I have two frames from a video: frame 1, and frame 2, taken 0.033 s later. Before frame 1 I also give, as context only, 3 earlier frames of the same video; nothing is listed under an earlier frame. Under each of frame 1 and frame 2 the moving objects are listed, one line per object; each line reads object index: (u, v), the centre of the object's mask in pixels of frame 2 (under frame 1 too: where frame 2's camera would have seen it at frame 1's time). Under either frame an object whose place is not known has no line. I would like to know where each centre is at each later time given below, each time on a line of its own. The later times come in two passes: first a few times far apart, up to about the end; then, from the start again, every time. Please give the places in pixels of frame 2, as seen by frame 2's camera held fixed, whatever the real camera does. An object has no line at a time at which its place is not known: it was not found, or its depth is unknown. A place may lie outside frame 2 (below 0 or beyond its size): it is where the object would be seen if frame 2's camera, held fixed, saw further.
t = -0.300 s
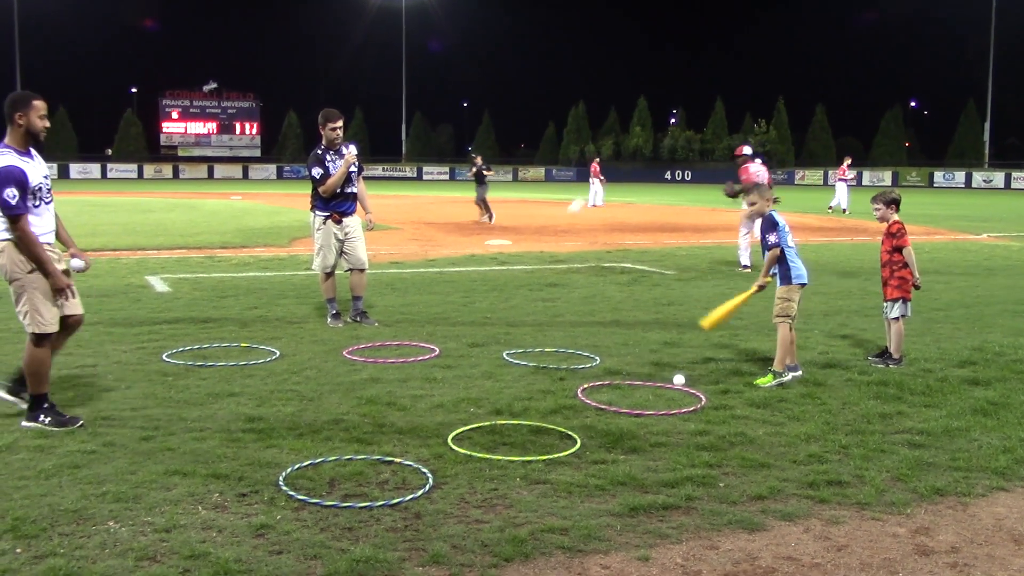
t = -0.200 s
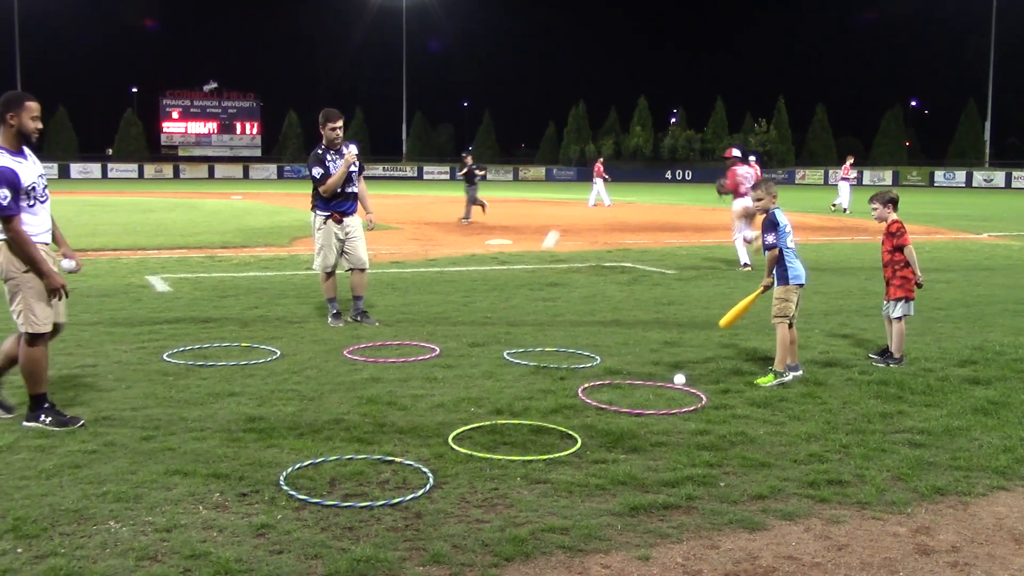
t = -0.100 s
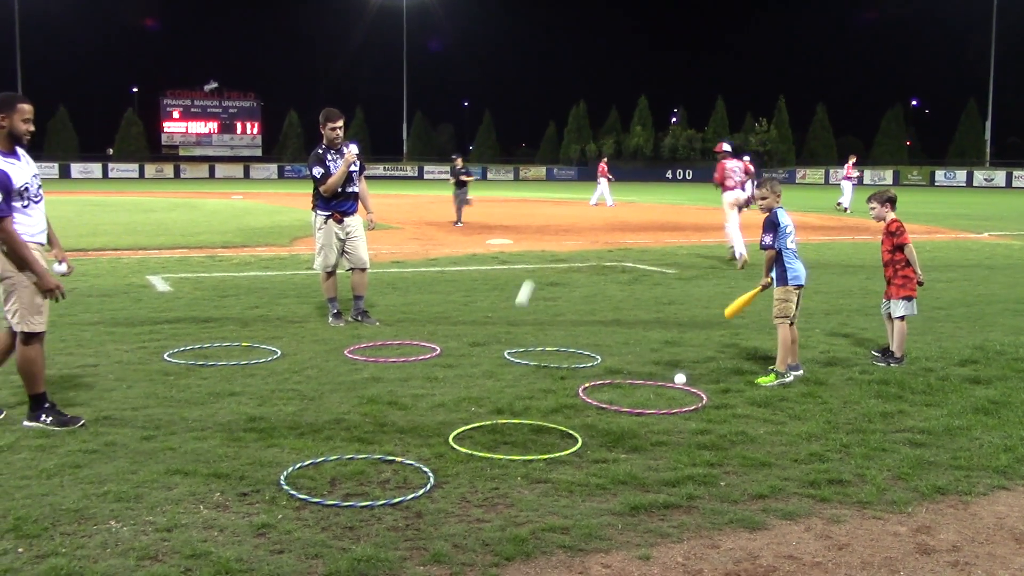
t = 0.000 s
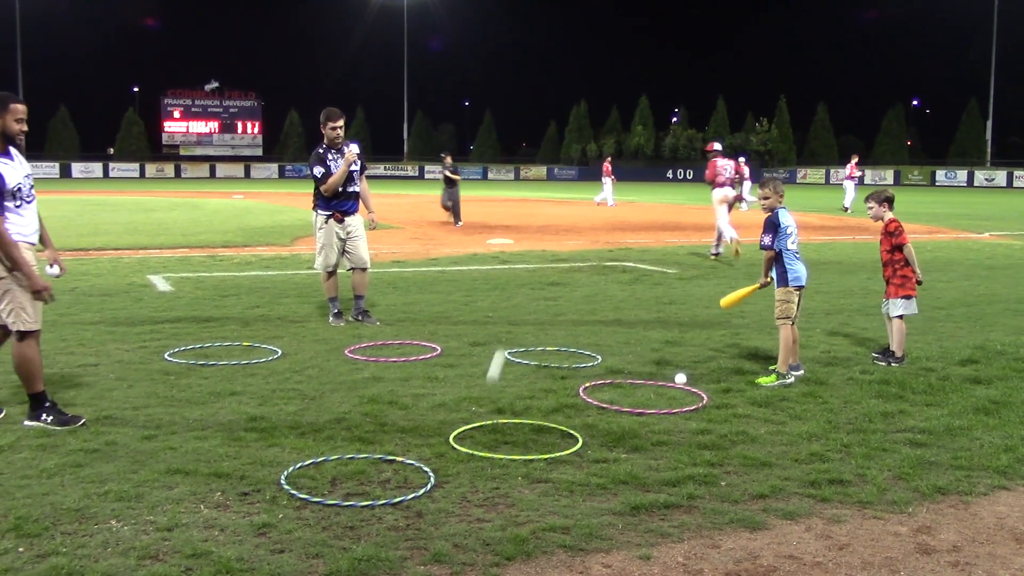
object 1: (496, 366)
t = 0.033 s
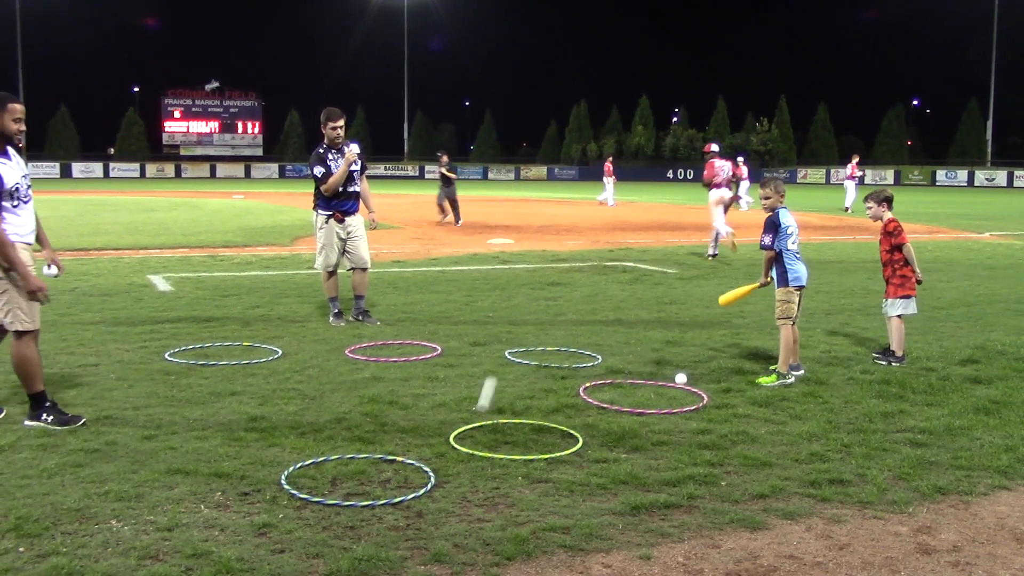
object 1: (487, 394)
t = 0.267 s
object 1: (474, 360)
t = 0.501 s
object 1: (464, 400)
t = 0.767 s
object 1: (458, 422)
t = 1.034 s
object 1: (456, 435)
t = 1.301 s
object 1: (483, 445)
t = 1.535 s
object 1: (511, 450)
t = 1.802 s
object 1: (530, 450)
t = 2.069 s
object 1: (539, 449)
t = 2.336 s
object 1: (537, 449)
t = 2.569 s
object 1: (533, 450)
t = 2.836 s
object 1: (532, 450)
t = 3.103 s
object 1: (532, 450)
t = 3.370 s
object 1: (532, 450)
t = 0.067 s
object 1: (481, 400)
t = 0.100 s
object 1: (481, 389)
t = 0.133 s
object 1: (479, 379)
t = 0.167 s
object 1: (478, 371)
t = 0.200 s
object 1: (476, 365)
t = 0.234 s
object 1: (475, 362)
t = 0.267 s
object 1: (474, 360)
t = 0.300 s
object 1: (473, 360)
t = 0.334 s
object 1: (471, 361)
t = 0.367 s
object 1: (470, 365)
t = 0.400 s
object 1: (468, 370)
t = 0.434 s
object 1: (467, 379)
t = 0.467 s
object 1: (465, 388)
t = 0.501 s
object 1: (464, 400)
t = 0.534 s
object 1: (463, 413)
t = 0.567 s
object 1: (462, 416)
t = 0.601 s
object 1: (461, 412)
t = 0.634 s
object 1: (461, 411)
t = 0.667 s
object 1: (460, 412)
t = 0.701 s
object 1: (460, 414)
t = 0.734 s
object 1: (459, 419)
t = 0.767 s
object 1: (458, 422)
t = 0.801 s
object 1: (457, 424)
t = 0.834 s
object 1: (456, 425)
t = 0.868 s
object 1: (455, 427)
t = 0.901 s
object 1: (454, 429)
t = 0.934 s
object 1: (454, 430)
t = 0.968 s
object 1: (454, 432)
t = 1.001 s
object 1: (455, 433)
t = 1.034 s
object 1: (456, 435)
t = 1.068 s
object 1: (458, 436)
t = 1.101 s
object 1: (459, 438)
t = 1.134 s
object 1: (462, 439)
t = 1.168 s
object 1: (466, 440)
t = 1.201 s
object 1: (470, 442)
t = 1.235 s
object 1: (474, 444)
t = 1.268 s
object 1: (479, 445)
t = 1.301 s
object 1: (483, 445)
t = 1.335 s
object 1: (487, 446)
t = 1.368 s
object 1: (491, 446)
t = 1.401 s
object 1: (494, 447)
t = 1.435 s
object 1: (499, 449)
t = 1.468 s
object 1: (503, 449)
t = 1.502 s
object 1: (507, 449)
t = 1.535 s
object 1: (511, 450)
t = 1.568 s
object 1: (514, 449)
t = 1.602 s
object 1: (516, 449)
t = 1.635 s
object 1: (519, 449)
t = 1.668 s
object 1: (521, 449)
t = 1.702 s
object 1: (523, 449)
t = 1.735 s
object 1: (526, 450)
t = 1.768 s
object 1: (528, 450)
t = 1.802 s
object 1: (530, 450)
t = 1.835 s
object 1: (532, 450)
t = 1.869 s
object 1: (534, 450)
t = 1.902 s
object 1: (535, 449)
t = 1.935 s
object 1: (536, 449)
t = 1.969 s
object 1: (537, 449)
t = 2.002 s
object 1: (538, 449)
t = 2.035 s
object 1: (538, 449)
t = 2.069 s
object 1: (539, 449)
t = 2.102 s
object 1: (539, 449)
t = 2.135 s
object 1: (538, 449)
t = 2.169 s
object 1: (538, 449)
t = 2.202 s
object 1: (538, 449)
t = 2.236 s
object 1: (538, 449)
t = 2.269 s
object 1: (537, 449)
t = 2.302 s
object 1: (537, 449)
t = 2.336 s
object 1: (537, 449)
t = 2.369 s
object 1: (536, 449)
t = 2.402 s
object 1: (536, 449)
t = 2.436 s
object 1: (535, 450)
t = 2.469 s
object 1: (534, 450)
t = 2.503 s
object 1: (534, 450)
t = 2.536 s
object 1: (533, 450)
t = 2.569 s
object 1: (533, 450)
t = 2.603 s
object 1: (532, 450)
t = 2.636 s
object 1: (532, 450)
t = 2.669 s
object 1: (532, 450)
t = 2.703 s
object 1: (532, 450)
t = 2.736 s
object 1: (532, 450)
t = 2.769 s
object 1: (532, 450)
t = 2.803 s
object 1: (532, 450)
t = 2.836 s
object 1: (532, 450)
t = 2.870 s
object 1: (532, 450)
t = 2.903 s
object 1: (532, 450)
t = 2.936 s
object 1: (532, 450)
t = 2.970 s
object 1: (532, 450)
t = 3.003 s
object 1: (532, 450)
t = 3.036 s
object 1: (532, 450)
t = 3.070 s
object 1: (532, 450)
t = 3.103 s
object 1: (532, 450)
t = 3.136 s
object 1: (532, 450)
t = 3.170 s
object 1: (532, 450)
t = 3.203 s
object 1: (532, 450)
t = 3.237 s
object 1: (532, 450)
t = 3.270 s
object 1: (532, 450)
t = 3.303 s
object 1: (532, 450)
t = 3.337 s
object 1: (532, 450)
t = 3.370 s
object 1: (532, 450)
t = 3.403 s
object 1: (532, 450)
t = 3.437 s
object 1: (532, 450)
